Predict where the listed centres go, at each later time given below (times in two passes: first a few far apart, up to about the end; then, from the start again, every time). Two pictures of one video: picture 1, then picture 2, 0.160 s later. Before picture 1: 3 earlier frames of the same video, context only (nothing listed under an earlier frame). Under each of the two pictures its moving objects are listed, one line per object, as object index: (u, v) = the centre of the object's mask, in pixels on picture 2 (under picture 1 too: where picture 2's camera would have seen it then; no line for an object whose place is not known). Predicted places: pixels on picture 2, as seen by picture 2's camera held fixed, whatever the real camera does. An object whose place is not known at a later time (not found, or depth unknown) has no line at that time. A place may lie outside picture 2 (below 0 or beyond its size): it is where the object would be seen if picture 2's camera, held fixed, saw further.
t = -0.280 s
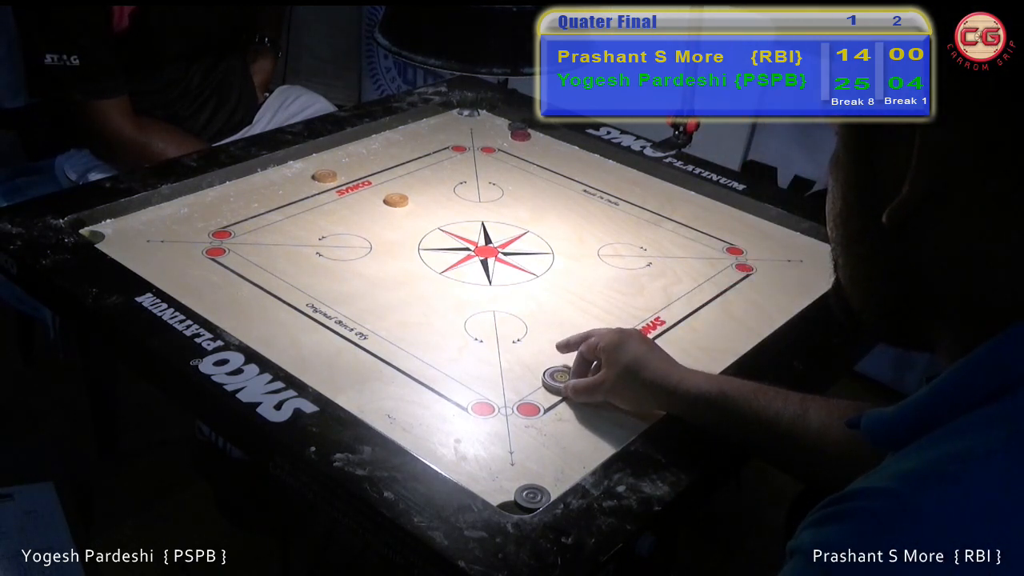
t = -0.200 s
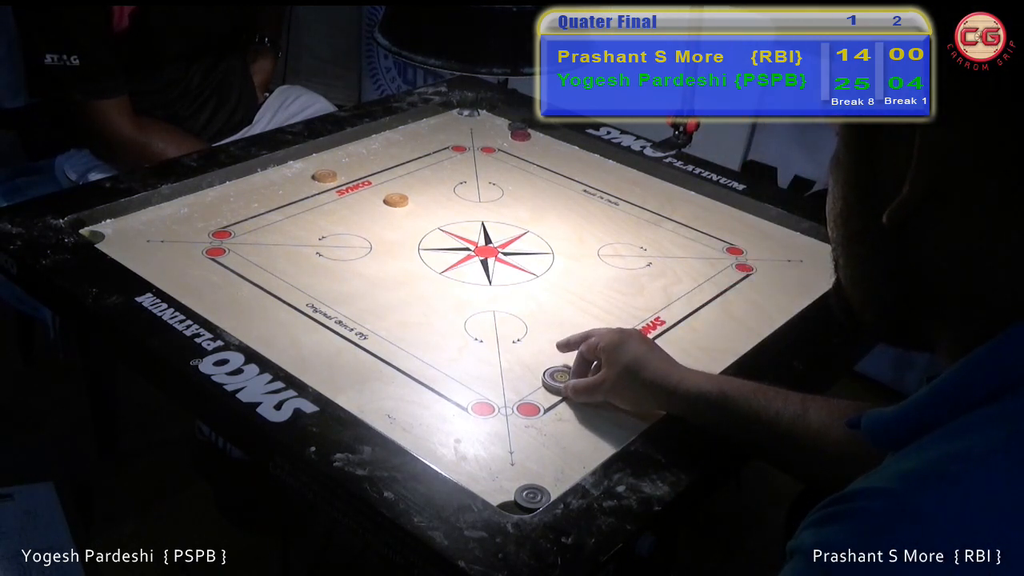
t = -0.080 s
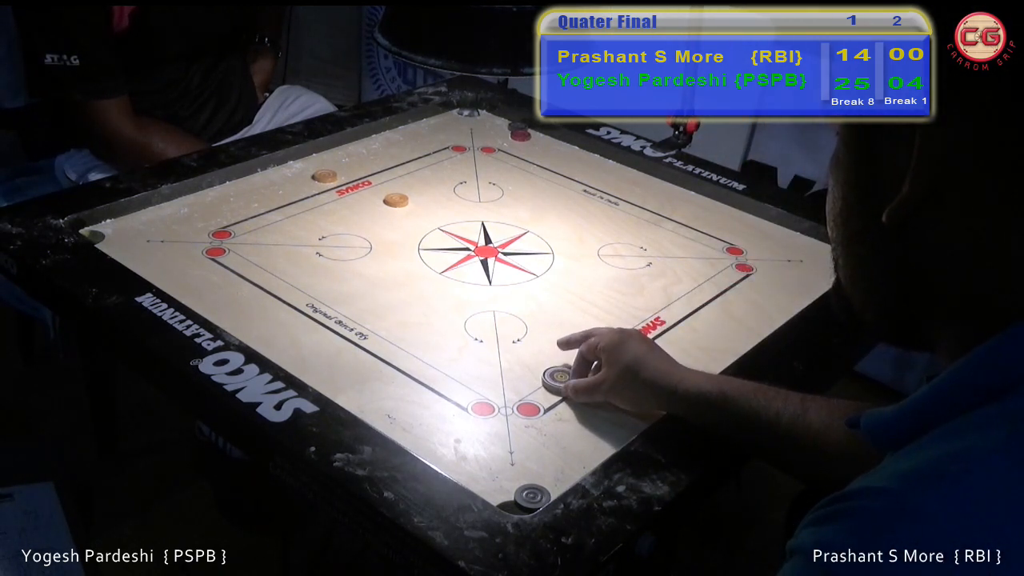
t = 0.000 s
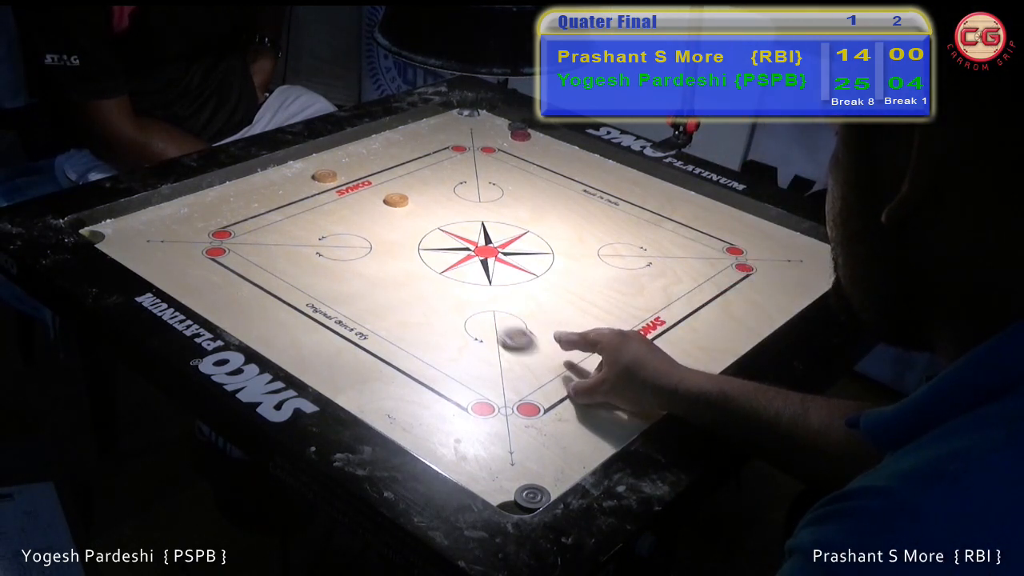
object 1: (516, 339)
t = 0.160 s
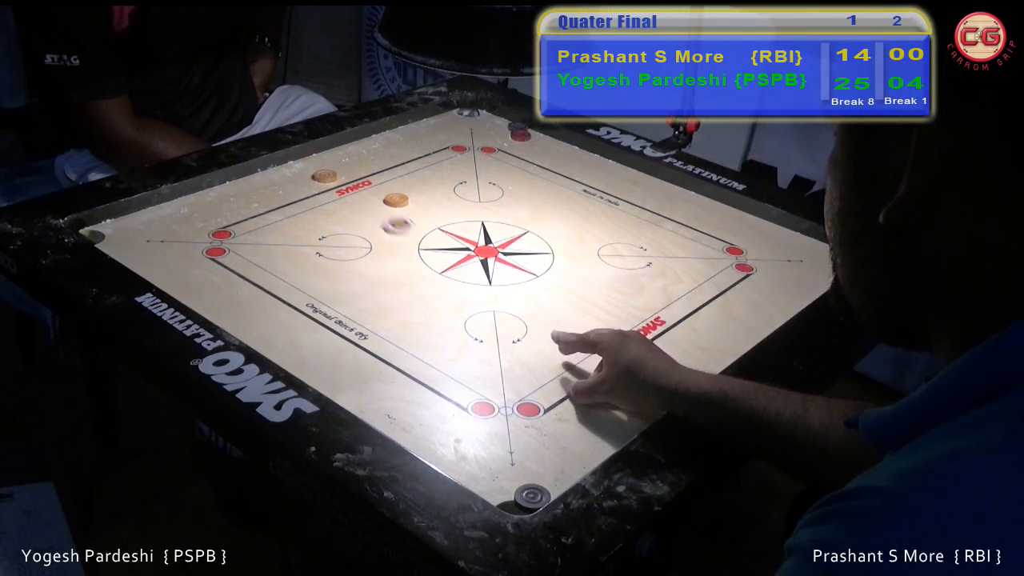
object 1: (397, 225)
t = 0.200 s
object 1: (373, 205)
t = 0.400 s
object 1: (340, 184)
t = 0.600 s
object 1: (369, 202)
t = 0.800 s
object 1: (382, 210)
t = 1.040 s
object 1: (383, 210)
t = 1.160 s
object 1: (383, 210)
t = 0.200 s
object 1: (373, 205)
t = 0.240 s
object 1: (348, 190)
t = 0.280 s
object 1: (332, 180)
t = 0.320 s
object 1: (328, 177)
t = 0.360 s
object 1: (333, 179)
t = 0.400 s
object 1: (340, 184)
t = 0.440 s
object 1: (348, 189)
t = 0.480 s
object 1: (353, 193)
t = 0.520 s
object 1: (360, 197)
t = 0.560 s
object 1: (365, 200)
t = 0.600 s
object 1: (369, 202)
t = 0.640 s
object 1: (373, 205)
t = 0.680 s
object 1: (376, 206)
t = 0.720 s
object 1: (379, 208)
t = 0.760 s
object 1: (380, 209)
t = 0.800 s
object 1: (382, 210)
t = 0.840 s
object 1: (382, 210)
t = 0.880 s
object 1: (383, 210)
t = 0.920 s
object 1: (383, 210)
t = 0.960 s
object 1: (383, 210)
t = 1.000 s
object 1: (383, 210)
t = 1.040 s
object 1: (383, 210)
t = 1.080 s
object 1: (383, 210)
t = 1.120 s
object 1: (383, 210)
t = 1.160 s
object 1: (383, 210)
